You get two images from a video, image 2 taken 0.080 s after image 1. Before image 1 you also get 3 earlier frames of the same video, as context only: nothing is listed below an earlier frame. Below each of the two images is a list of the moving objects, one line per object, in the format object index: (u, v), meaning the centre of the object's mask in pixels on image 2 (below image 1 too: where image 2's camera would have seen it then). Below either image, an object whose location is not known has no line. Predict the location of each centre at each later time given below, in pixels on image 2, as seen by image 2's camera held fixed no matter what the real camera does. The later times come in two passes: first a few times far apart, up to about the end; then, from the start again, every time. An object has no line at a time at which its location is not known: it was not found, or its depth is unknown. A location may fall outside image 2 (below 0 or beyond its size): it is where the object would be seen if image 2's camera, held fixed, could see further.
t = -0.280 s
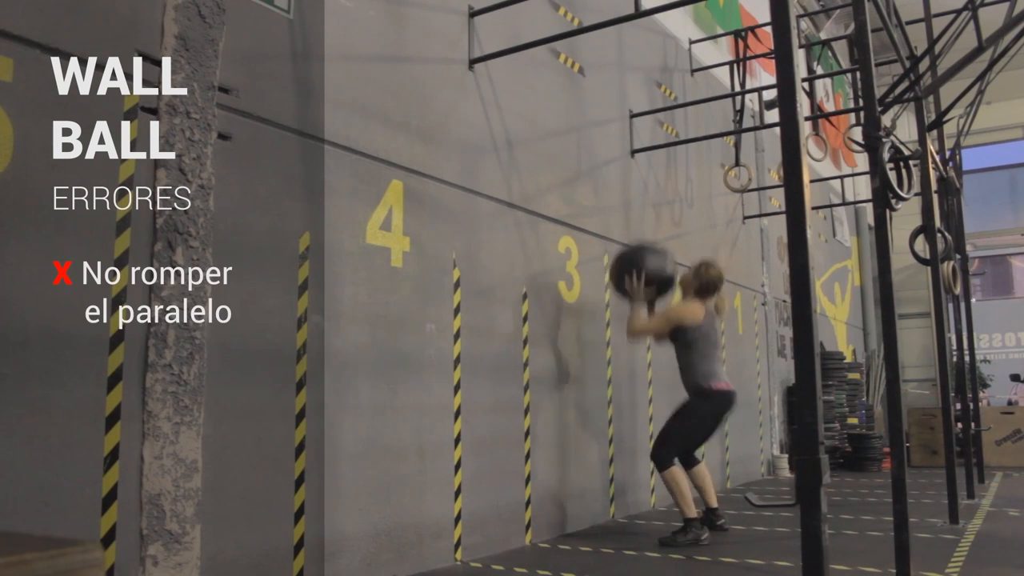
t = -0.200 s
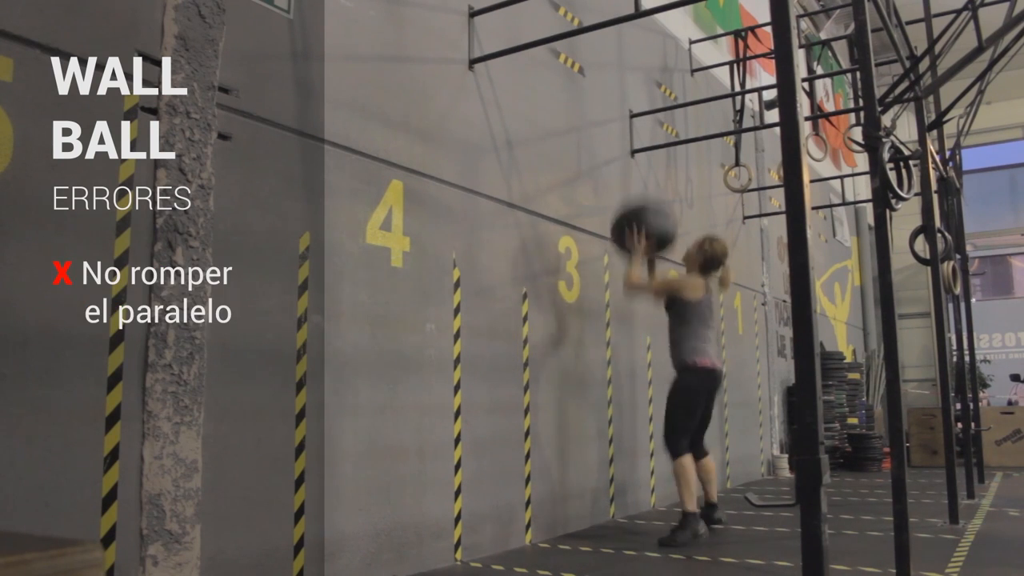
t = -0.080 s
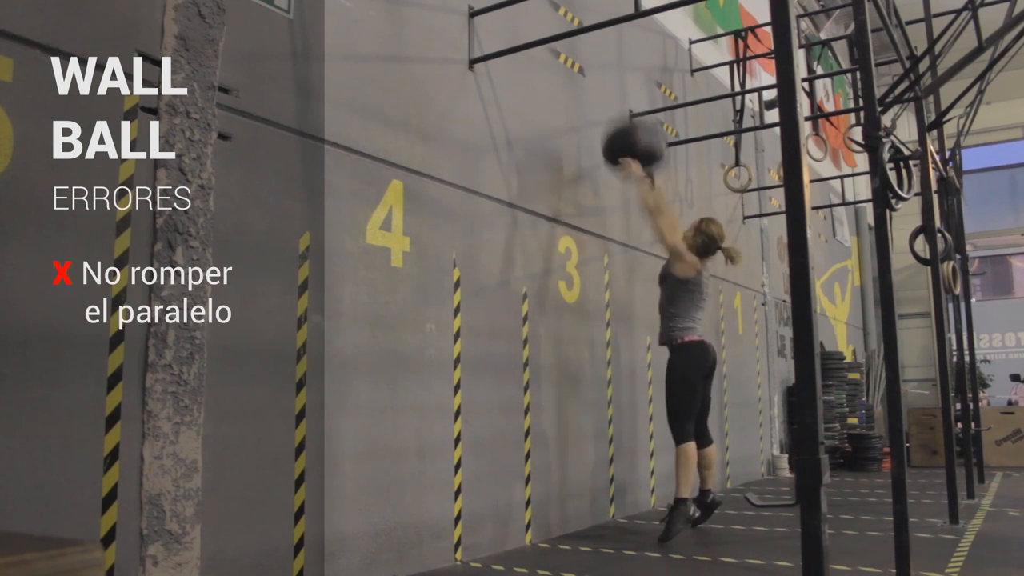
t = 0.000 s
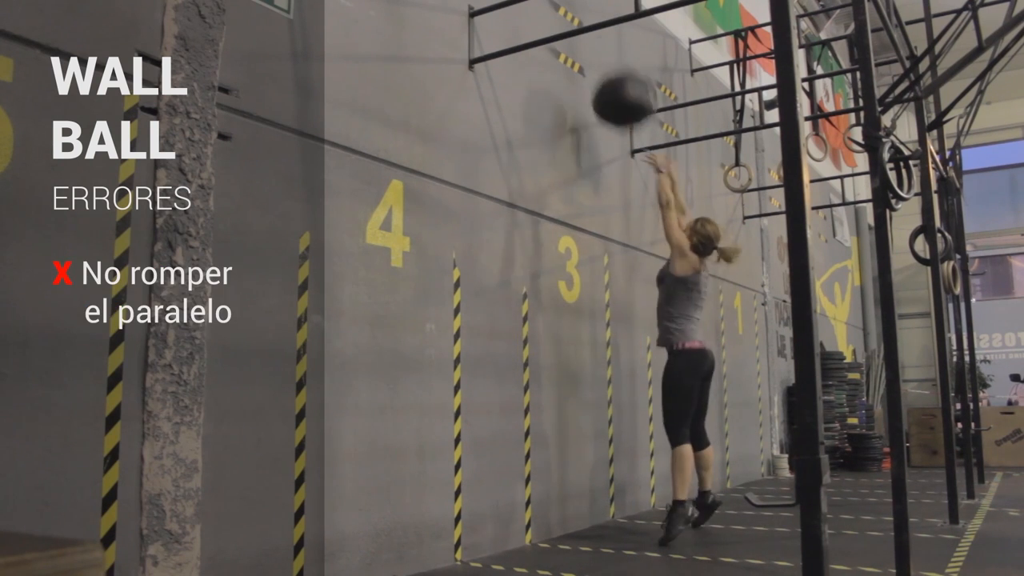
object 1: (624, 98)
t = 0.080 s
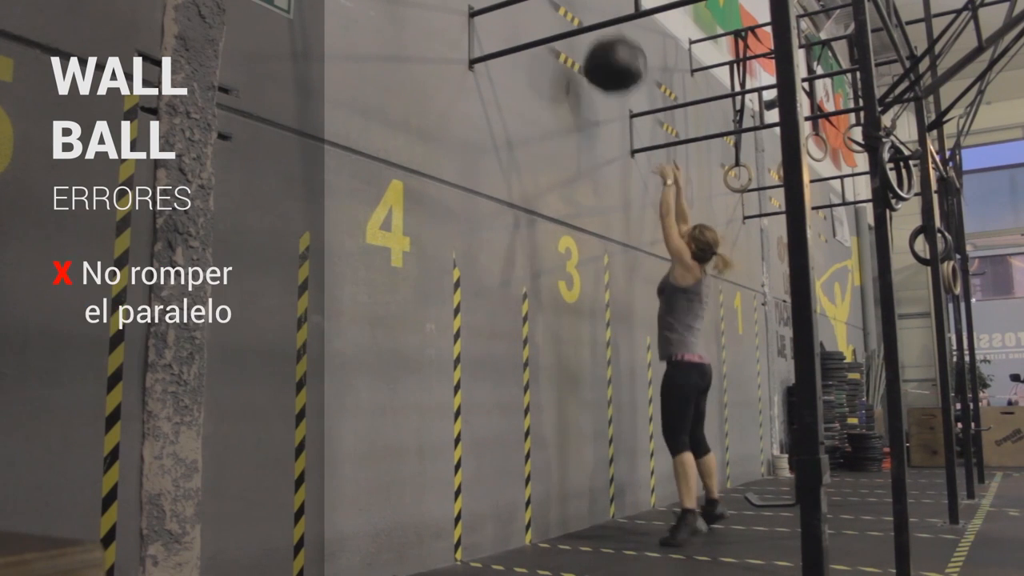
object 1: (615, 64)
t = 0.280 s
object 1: (593, 23)
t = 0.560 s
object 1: (613, 54)
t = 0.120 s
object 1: (611, 52)
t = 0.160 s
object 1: (607, 46)
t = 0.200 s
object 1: (602, 32)
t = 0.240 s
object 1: (598, 29)
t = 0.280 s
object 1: (593, 23)
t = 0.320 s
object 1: (595, 22)
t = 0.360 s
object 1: (597, 22)
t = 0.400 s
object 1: (599, 22)
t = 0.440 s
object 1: (606, 28)
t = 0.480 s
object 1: (607, 34)
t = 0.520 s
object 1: (611, 47)
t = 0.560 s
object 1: (613, 54)
